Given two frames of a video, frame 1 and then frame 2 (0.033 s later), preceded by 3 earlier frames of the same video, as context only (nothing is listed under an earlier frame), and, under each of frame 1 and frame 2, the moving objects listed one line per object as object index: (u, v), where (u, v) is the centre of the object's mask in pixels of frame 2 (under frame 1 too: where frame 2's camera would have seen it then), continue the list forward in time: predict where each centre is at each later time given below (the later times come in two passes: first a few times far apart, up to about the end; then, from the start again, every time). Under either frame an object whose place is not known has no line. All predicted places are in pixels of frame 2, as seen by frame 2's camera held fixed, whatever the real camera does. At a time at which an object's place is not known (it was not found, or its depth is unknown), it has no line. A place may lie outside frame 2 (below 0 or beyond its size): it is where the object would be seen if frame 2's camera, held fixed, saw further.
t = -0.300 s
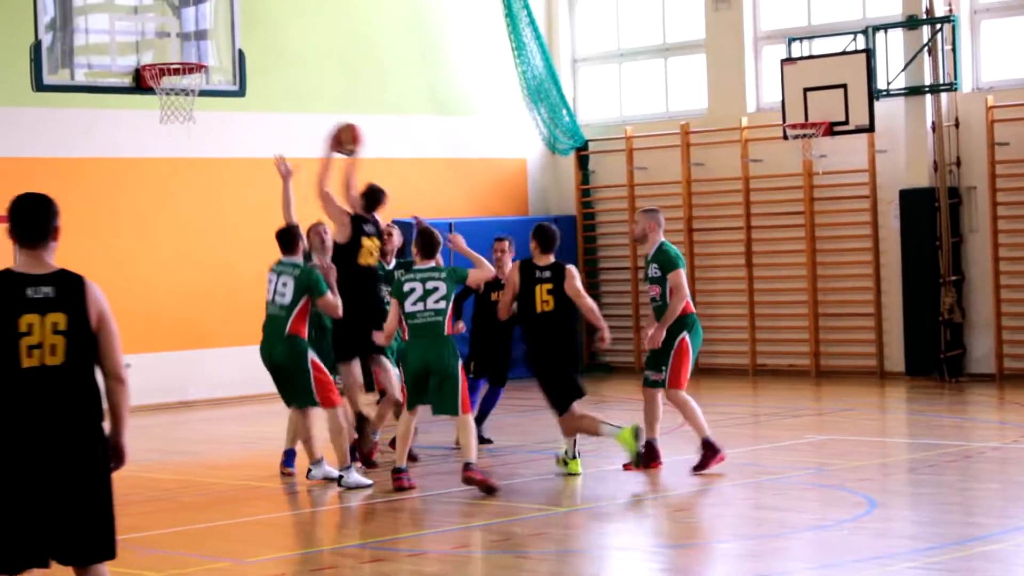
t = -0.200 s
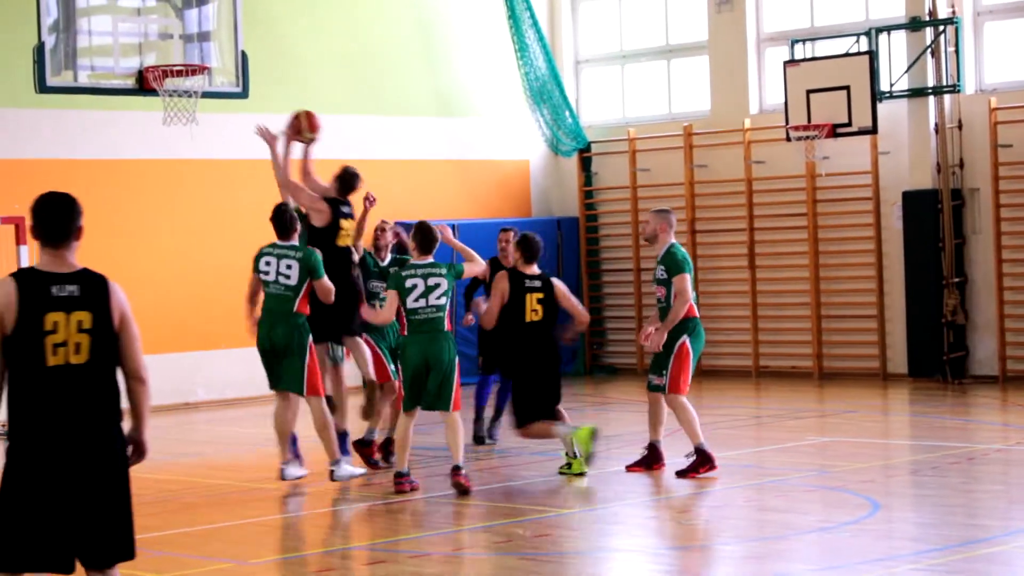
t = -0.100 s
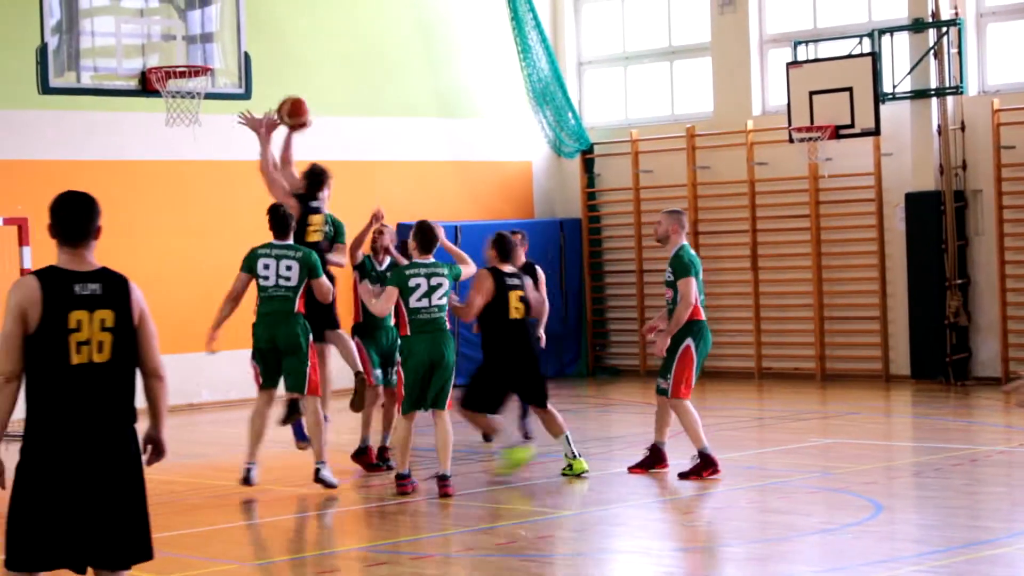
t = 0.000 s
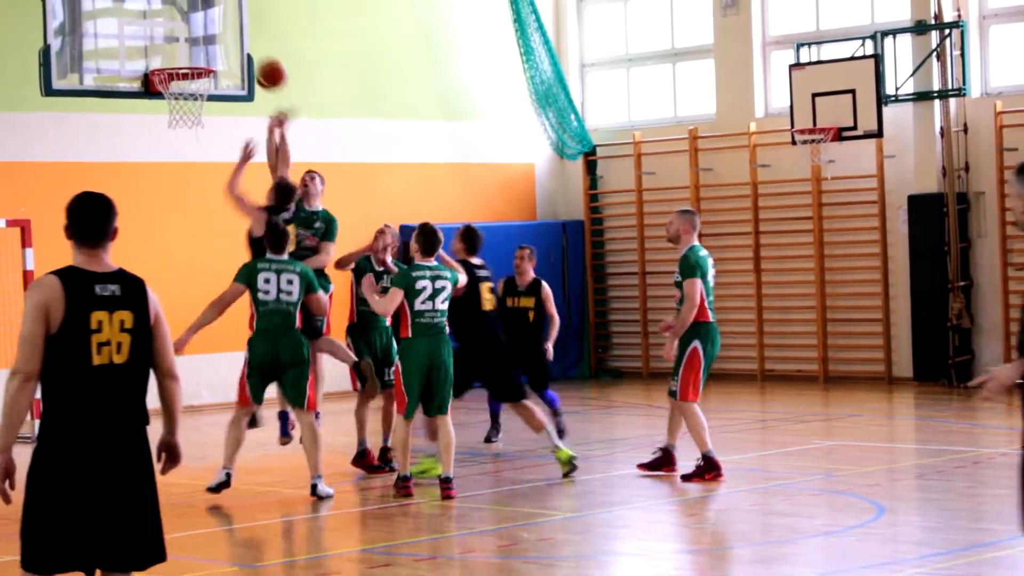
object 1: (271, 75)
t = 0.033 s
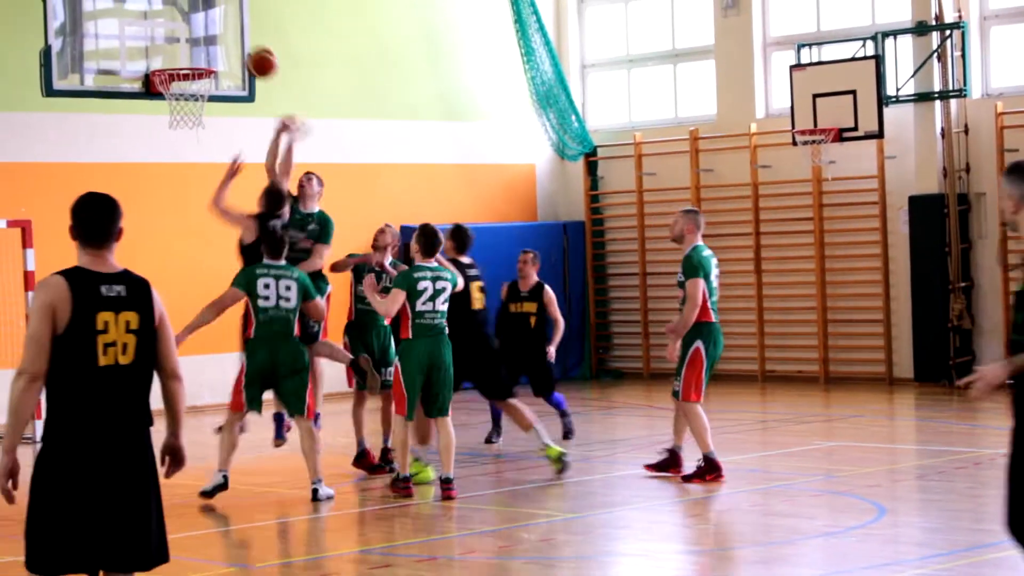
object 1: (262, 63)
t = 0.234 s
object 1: (200, 20)
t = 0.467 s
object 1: (147, 34)
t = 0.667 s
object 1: (154, 38)
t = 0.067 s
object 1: (251, 52)
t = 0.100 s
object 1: (242, 43)
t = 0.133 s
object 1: (231, 35)
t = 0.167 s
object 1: (220, 29)
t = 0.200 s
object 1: (210, 24)
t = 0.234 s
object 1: (200, 20)
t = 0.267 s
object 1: (191, 18)
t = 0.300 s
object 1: (182, 17)
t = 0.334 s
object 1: (173, 18)
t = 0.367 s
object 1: (164, 20)
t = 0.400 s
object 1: (154, 24)
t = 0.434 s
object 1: (146, 30)
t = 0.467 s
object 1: (147, 34)
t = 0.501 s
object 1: (148, 40)
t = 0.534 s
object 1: (149, 48)
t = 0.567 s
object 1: (149, 54)
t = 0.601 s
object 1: (151, 48)
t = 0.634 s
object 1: (153, 42)
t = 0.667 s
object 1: (154, 38)
